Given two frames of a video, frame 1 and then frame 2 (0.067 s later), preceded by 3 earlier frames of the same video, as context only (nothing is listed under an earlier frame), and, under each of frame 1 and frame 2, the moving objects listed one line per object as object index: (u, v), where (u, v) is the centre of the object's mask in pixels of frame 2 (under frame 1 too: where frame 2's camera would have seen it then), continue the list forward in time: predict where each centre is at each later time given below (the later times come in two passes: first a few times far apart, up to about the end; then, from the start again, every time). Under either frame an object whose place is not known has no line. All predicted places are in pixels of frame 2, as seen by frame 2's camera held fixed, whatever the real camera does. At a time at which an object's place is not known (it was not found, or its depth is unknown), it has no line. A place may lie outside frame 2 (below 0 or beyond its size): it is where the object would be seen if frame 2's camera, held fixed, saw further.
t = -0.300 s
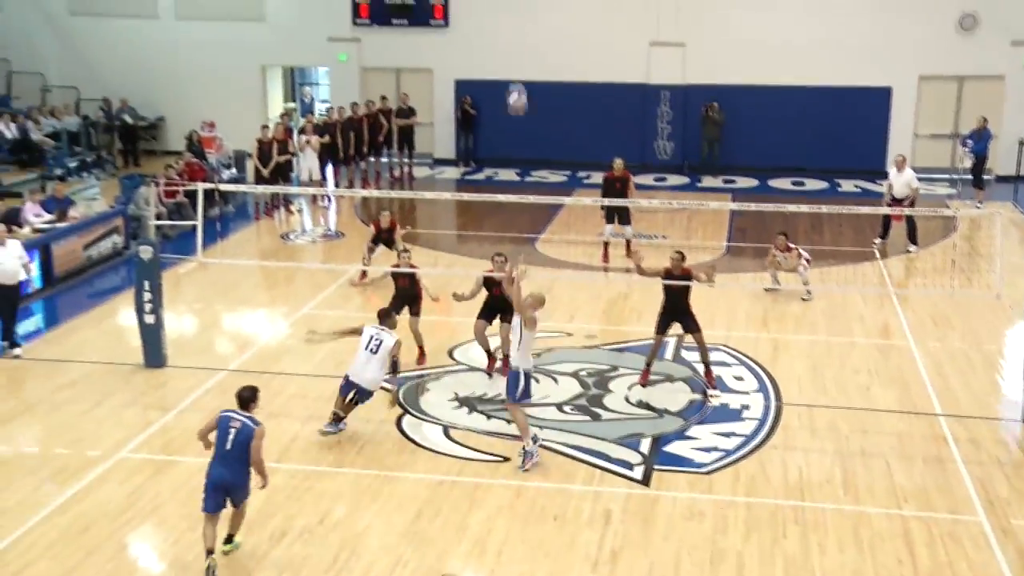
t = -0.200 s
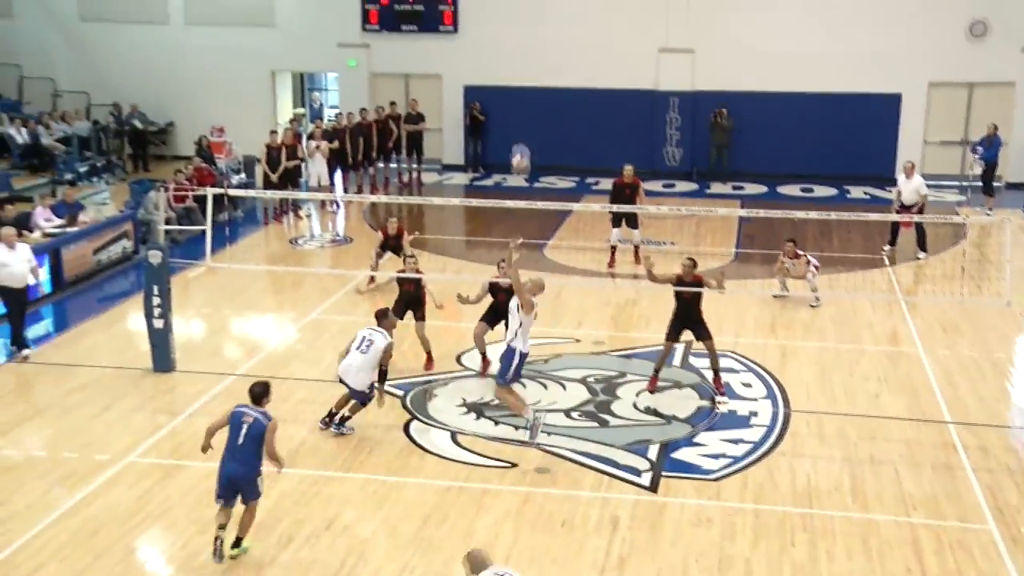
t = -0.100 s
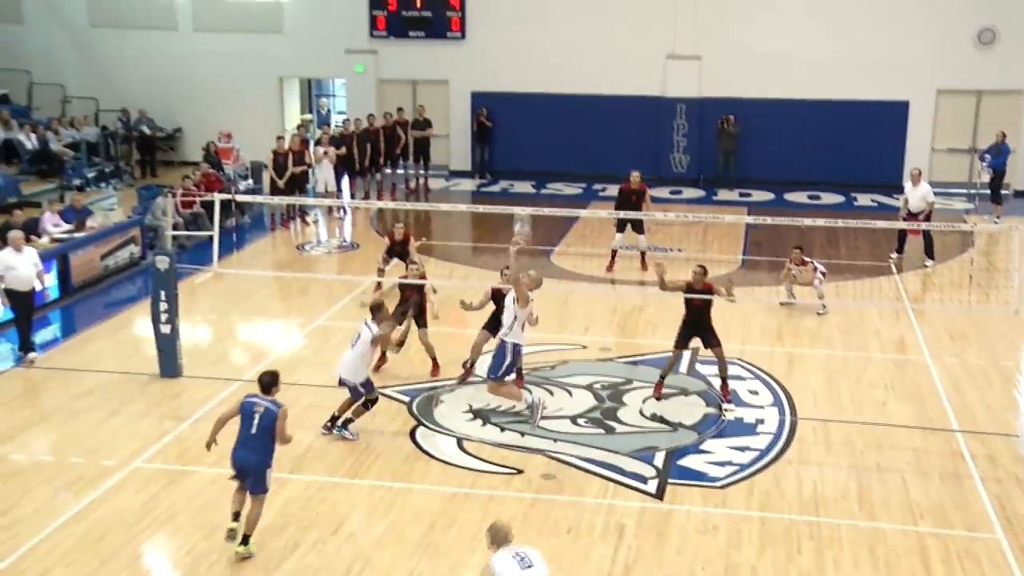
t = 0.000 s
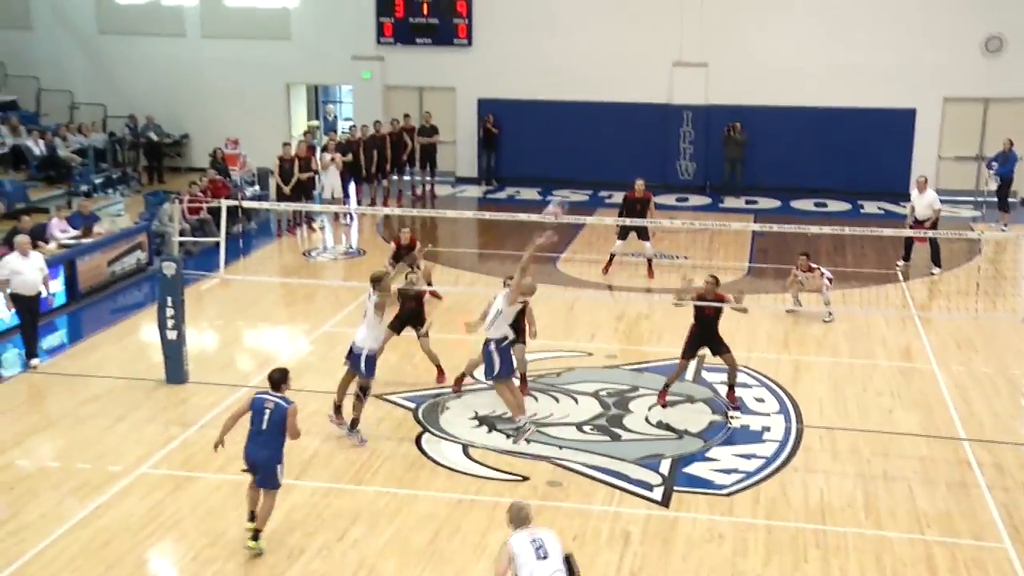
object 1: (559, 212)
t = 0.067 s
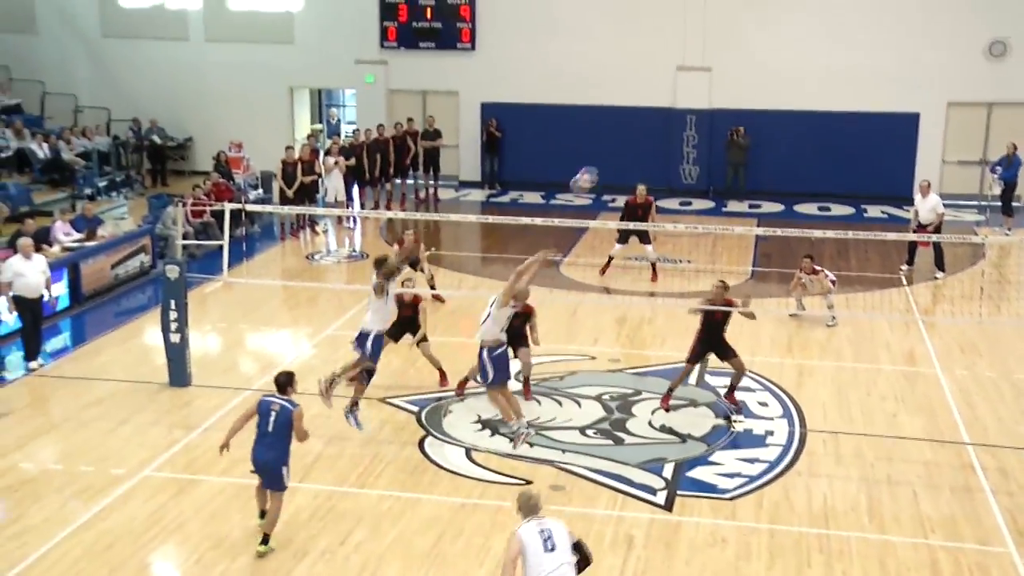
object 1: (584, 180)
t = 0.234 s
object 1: (647, 114)
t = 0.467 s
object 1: (733, 61)
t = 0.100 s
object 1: (597, 164)
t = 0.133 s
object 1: (610, 149)
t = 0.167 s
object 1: (622, 136)
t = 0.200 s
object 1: (636, 124)
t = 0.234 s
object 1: (647, 114)
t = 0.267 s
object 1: (663, 100)
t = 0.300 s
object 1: (675, 92)
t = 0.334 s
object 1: (686, 85)
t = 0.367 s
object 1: (699, 76)
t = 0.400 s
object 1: (710, 70)
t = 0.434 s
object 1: (722, 66)
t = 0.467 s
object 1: (733, 61)
